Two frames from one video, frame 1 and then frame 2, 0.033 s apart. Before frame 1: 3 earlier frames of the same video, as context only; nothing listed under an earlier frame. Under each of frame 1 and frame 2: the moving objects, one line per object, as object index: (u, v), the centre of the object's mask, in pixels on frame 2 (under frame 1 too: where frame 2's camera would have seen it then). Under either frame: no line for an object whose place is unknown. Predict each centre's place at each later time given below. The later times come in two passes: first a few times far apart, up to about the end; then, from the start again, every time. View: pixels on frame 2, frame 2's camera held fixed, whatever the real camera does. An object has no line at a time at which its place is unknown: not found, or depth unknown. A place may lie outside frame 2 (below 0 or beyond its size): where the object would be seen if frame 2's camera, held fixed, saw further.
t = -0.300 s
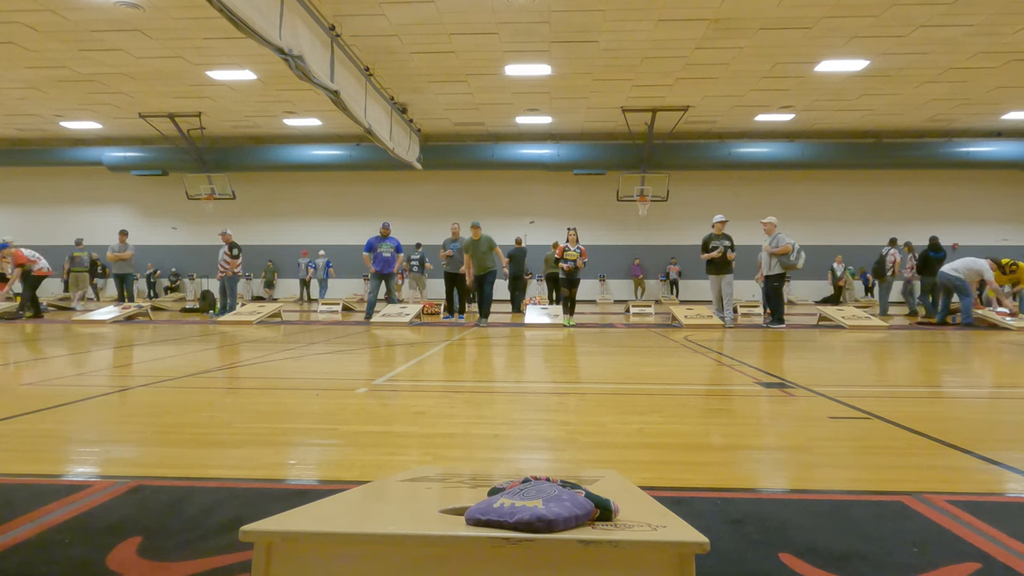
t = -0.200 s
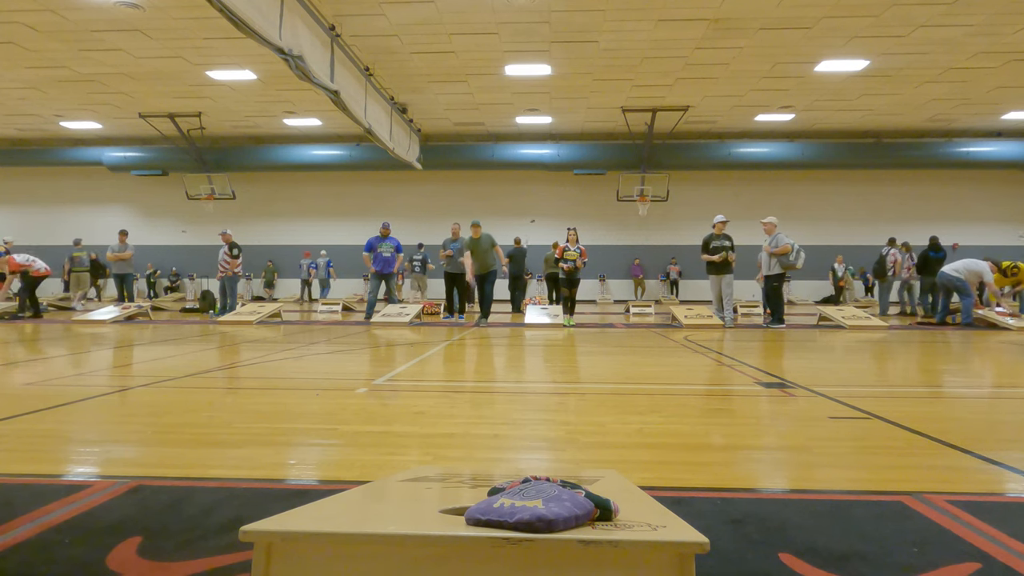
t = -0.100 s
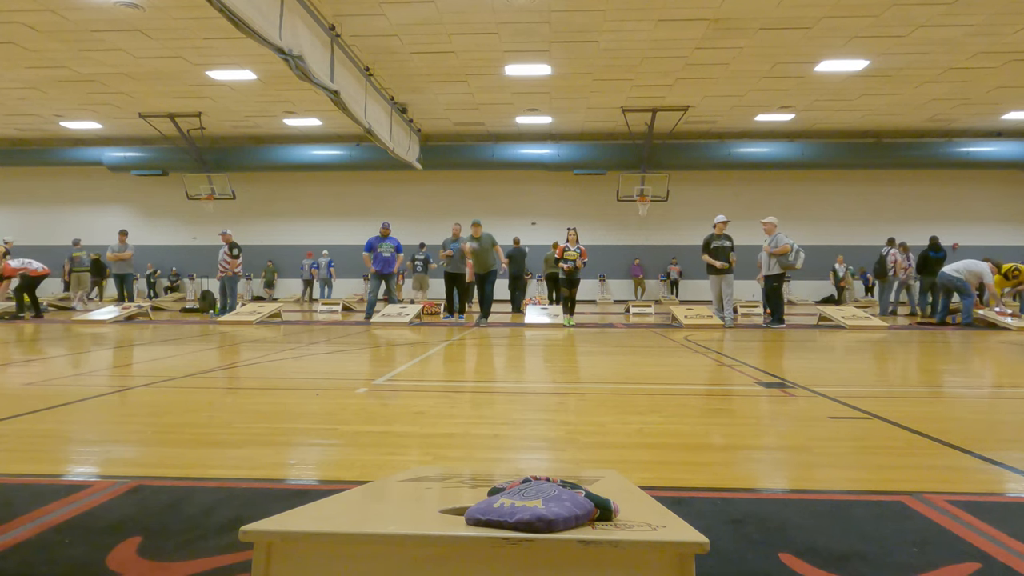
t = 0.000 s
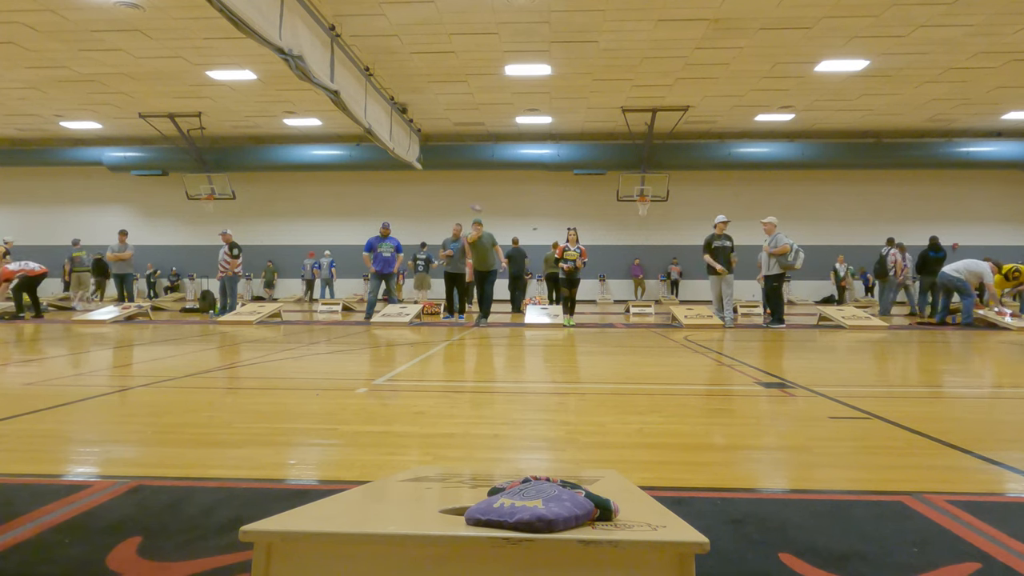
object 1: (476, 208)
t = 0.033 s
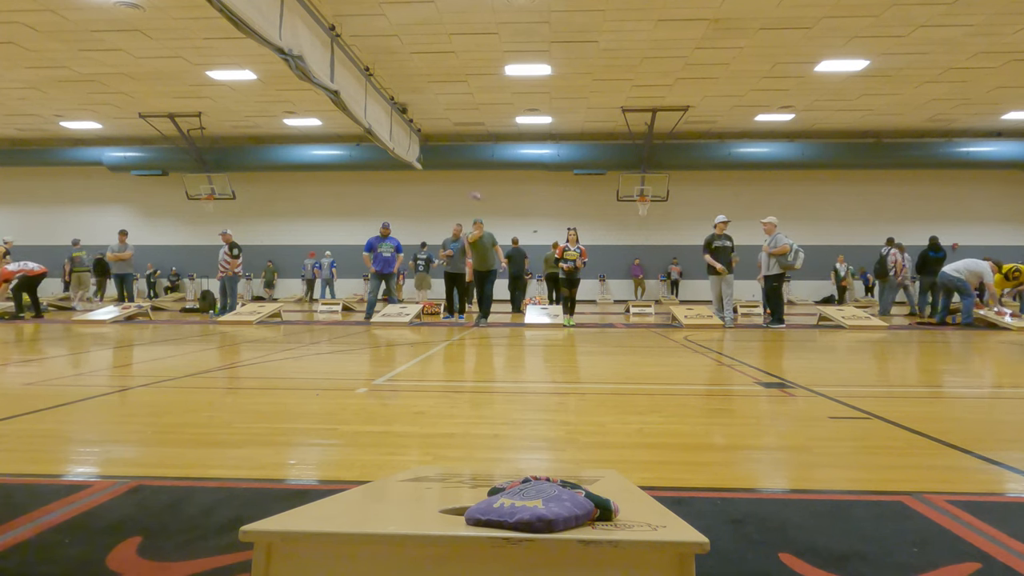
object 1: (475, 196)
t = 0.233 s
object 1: (477, 127)
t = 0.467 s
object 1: (478, 71)
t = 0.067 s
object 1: (476, 183)
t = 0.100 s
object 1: (476, 171)
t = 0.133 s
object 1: (476, 159)
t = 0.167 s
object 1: (476, 148)
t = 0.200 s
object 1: (476, 136)
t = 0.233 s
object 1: (477, 127)
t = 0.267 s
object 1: (477, 118)
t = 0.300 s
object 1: (477, 108)
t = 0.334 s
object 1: (476, 99)
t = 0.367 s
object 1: (477, 91)
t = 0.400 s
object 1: (477, 83)
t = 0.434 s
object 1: (477, 76)
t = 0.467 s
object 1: (478, 71)
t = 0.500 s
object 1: (478, 65)
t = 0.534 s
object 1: (478, 61)
